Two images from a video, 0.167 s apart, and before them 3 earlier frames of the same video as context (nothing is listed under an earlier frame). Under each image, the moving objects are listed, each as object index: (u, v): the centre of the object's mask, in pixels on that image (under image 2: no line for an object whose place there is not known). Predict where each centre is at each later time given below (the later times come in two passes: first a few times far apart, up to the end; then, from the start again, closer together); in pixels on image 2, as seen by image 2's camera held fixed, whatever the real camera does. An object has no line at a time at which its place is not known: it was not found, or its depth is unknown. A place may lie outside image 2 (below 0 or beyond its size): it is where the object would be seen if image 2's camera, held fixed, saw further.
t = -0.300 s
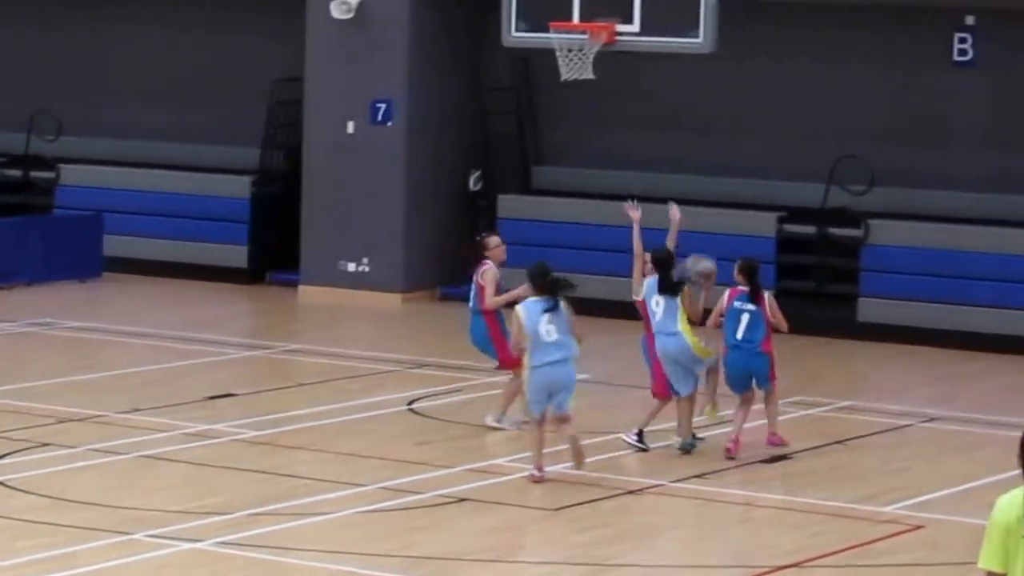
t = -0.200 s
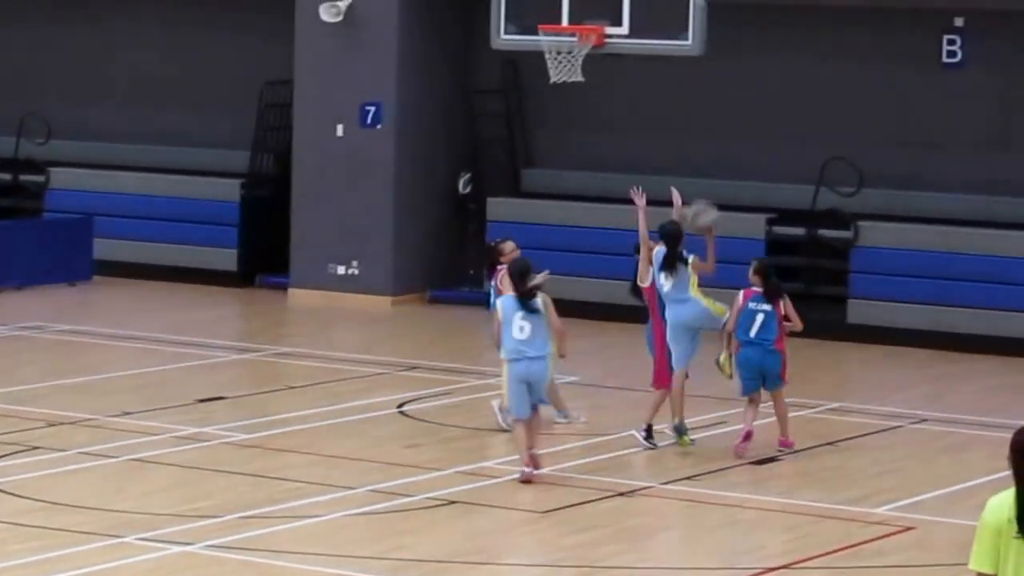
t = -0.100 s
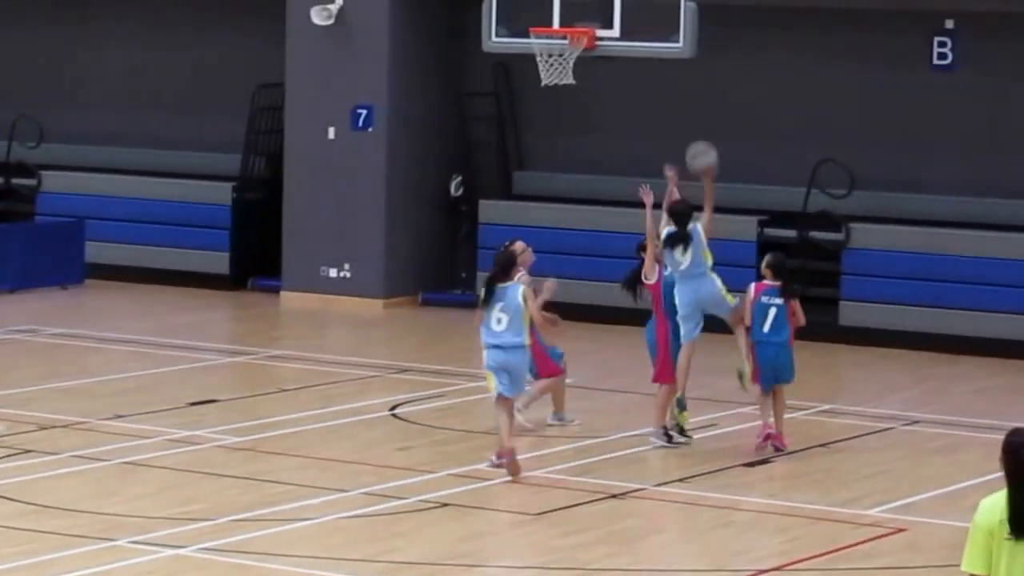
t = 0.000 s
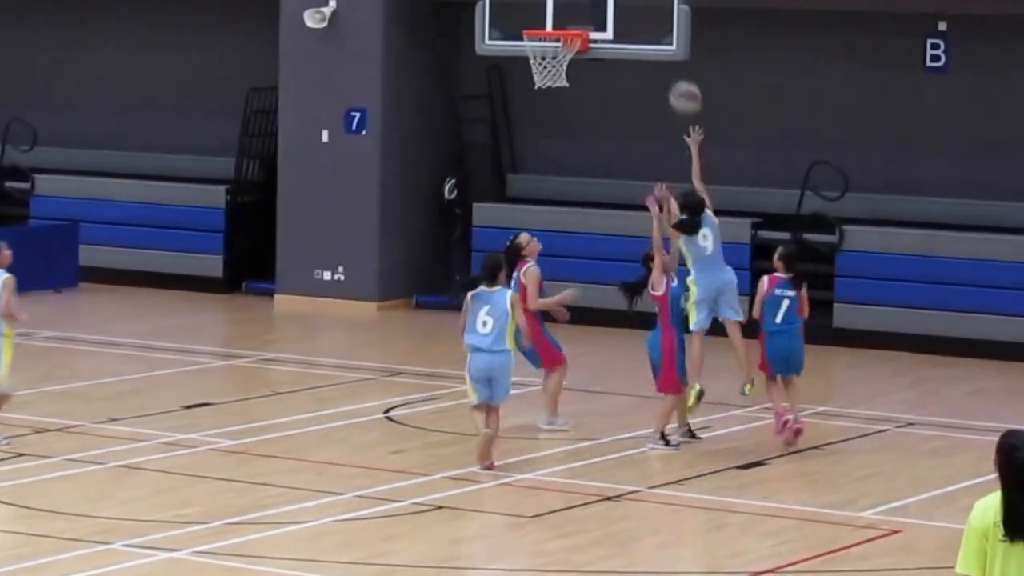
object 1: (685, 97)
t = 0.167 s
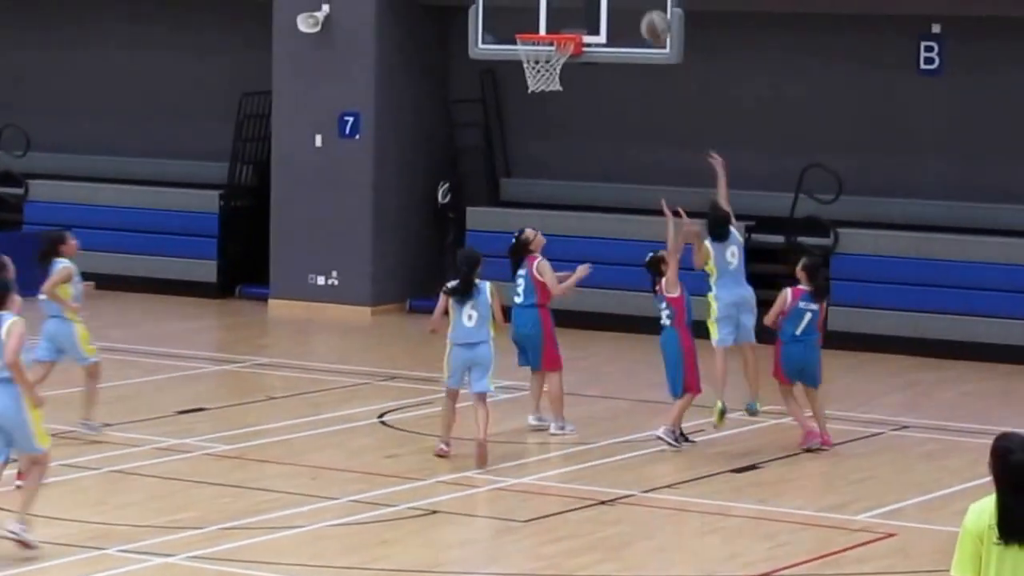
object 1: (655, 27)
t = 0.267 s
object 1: (642, 6)
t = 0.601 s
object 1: (584, 3)
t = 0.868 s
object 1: (535, 57)
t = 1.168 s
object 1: (543, 91)
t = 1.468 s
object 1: (574, 179)
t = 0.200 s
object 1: (651, 17)
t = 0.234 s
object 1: (647, 10)
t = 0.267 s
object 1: (642, 6)
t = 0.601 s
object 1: (584, 3)
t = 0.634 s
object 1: (575, 7)
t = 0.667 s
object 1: (566, 15)
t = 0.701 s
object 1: (558, 23)
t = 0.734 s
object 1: (550, 26)
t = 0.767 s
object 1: (543, 28)
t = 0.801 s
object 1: (546, 45)
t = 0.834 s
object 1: (536, 56)
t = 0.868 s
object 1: (535, 57)
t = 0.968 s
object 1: (522, 79)
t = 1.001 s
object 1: (524, 80)
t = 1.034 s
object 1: (520, 79)
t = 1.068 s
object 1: (522, 81)
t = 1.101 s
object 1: (528, 85)
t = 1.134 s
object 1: (538, 90)
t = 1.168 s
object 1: (543, 91)
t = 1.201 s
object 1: (546, 94)
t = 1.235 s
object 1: (549, 98)
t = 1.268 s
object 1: (552, 103)
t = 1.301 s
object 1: (557, 113)
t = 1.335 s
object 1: (560, 123)
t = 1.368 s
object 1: (564, 136)
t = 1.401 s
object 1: (567, 150)
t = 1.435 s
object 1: (572, 164)
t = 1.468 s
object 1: (574, 179)
